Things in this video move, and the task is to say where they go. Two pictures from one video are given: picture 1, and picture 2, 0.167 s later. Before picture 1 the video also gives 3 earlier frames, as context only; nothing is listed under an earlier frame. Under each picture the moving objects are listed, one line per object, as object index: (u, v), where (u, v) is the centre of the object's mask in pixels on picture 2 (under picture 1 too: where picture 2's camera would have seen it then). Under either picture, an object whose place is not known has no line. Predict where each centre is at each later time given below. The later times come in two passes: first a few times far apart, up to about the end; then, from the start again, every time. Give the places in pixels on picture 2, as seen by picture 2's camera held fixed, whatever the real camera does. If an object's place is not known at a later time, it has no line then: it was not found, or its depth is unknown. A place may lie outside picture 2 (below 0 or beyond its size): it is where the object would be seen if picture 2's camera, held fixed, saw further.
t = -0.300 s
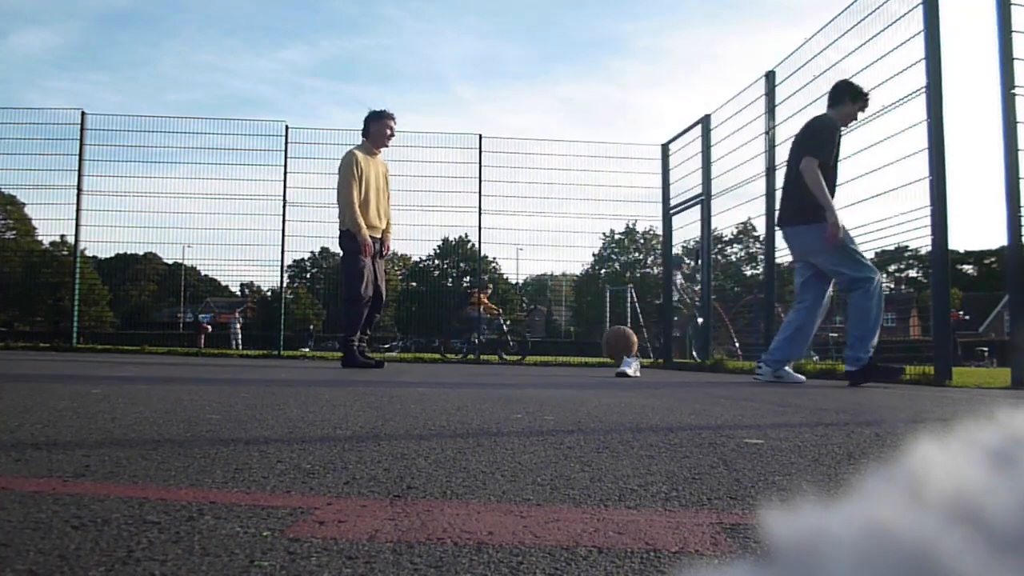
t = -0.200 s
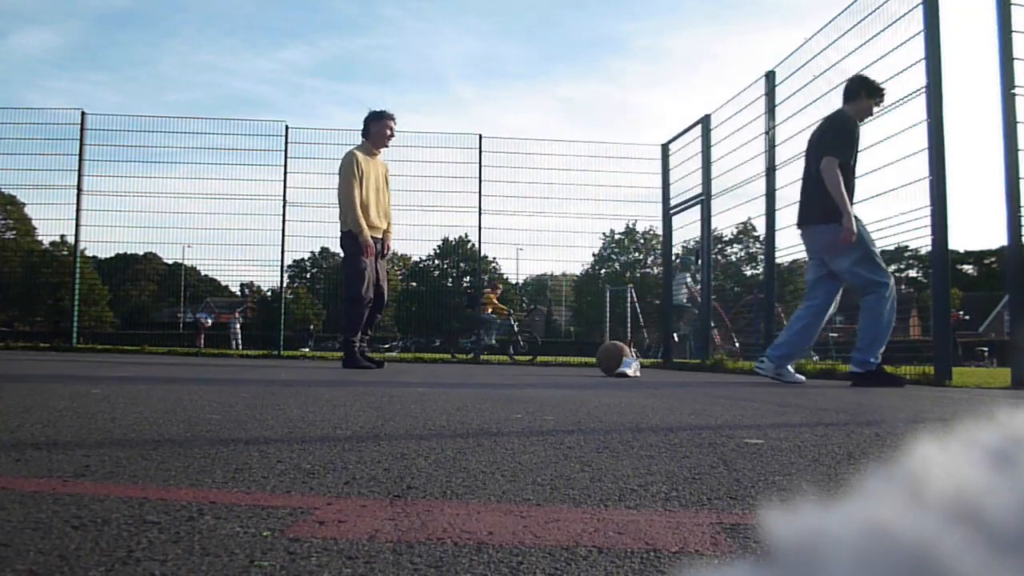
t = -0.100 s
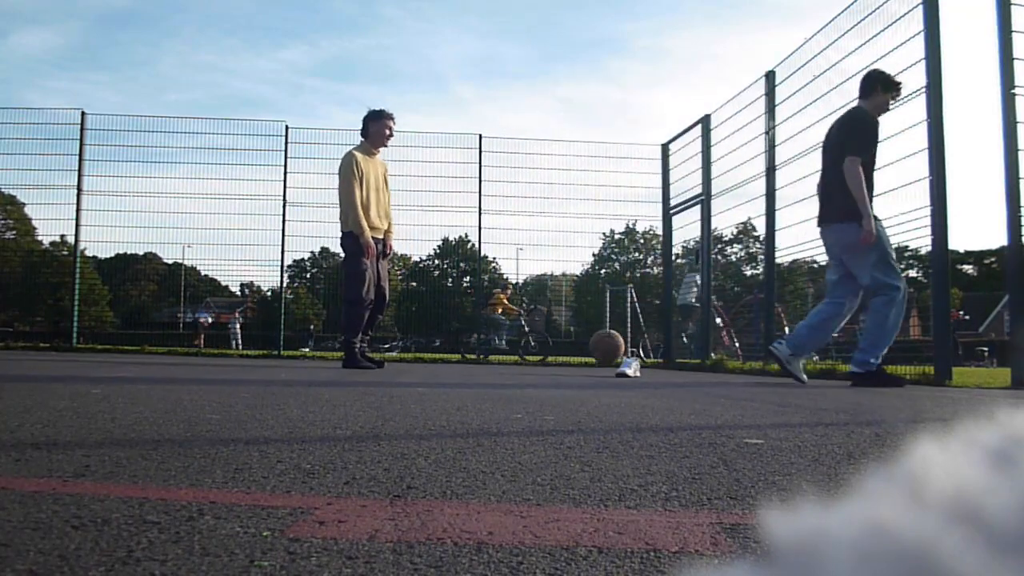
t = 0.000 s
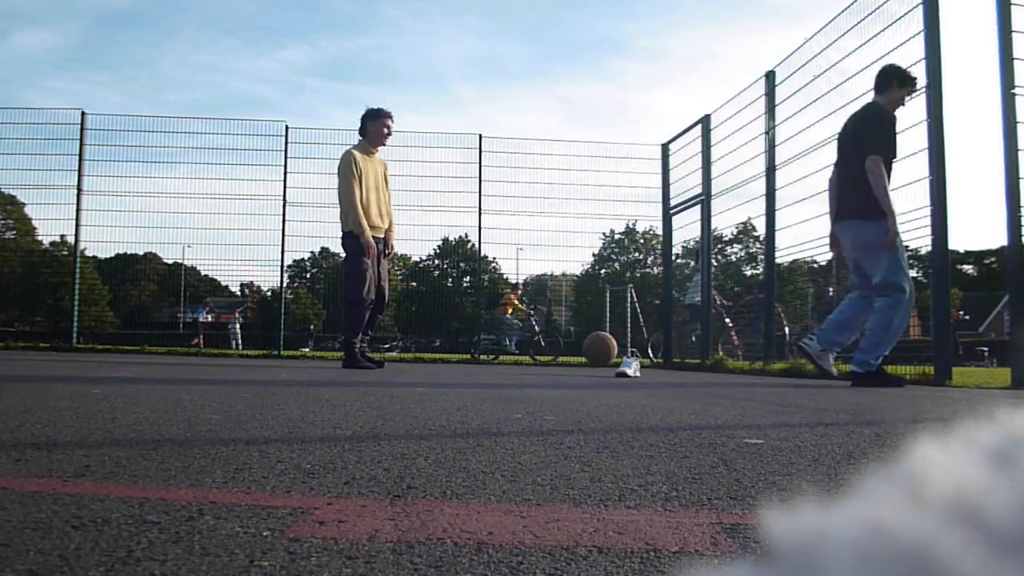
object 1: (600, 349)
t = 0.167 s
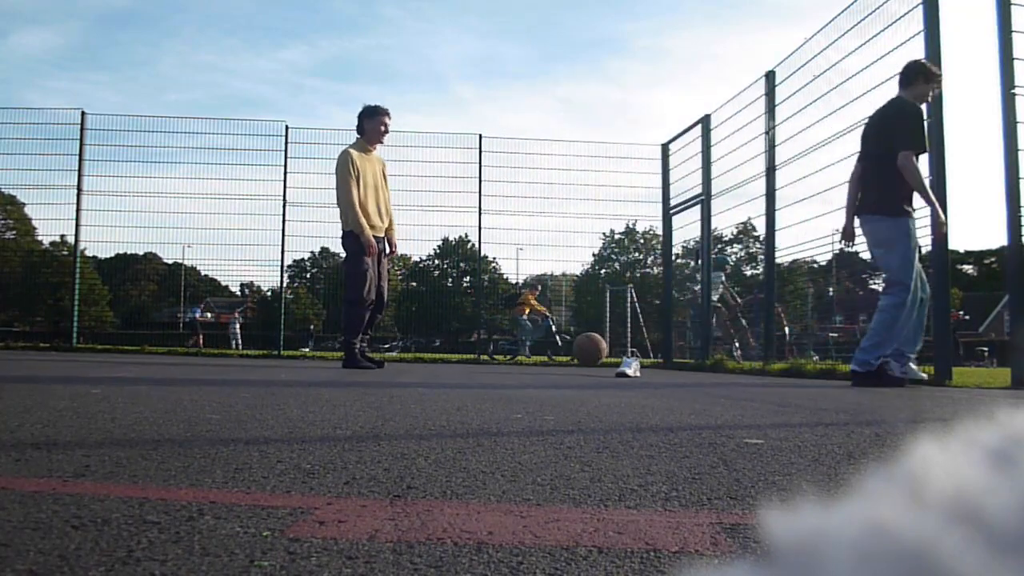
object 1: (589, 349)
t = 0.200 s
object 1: (588, 349)
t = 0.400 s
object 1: (577, 351)
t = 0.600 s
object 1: (566, 353)
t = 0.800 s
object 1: (557, 356)
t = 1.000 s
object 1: (549, 355)
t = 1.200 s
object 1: (542, 355)
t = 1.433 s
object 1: (534, 355)
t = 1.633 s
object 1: (528, 355)
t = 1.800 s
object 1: (523, 355)
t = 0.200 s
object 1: (588, 349)
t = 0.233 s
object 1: (585, 350)
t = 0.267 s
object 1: (584, 353)
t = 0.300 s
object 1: (582, 357)
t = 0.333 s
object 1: (580, 354)
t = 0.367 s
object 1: (579, 352)
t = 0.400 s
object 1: (577, 351)
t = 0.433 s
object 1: (575, 352)
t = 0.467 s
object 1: (573, 354)
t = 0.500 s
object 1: (571, 356)
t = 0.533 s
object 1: (569, 353)
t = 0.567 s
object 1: (568, 352)
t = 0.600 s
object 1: (566, 353)
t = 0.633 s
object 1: (565, 355)
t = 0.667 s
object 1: (563, 356)
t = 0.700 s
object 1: (562, 354)
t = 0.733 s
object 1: (560, 353)
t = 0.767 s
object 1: (559, 354)
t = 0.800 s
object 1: (557, 356)
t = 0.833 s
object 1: (556, 354)
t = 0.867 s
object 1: (554, 354)
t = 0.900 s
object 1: (553, 355)
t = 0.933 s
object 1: (552, 355)
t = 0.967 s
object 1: (550, 355)
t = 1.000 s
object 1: (549, 355)
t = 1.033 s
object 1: (548, 355)
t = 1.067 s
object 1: (546, 355)
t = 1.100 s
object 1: (545, 355)
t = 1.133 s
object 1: (544, 355)
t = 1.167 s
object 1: (543, 355)
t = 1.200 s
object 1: (542, 355)
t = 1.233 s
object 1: (541, 355)
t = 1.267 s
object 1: (539, 355)
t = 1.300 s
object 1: (538, 355)
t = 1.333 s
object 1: (537, 355)
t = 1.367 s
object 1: (536, 355)
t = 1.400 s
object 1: (535, 355)
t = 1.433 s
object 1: (534, 355)
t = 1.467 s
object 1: (533, 355)
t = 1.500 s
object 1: (532, 355)
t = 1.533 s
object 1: (531, 355)
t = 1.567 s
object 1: (530, 355)
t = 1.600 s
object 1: (529, 355)
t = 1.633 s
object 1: (528, 355)
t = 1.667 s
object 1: (527, 355)
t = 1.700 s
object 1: (526, 355)
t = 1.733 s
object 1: (525, 355)
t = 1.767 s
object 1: (524, 355)
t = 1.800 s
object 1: (523, 355)
